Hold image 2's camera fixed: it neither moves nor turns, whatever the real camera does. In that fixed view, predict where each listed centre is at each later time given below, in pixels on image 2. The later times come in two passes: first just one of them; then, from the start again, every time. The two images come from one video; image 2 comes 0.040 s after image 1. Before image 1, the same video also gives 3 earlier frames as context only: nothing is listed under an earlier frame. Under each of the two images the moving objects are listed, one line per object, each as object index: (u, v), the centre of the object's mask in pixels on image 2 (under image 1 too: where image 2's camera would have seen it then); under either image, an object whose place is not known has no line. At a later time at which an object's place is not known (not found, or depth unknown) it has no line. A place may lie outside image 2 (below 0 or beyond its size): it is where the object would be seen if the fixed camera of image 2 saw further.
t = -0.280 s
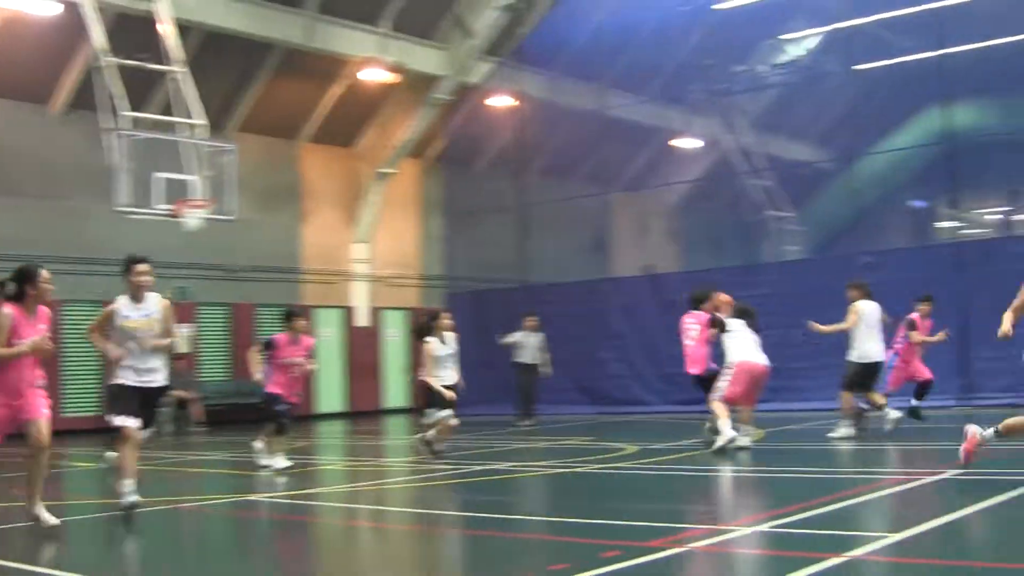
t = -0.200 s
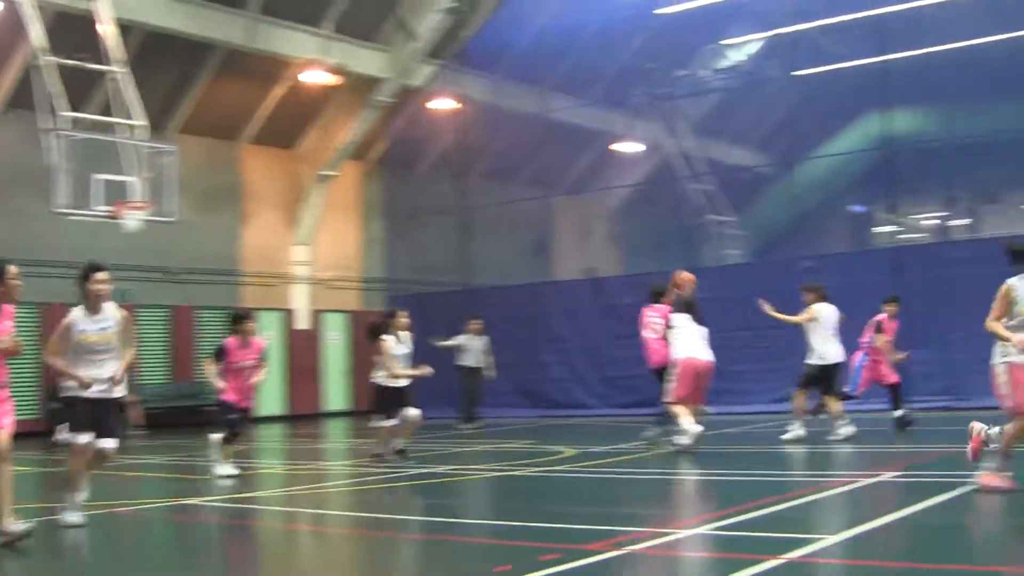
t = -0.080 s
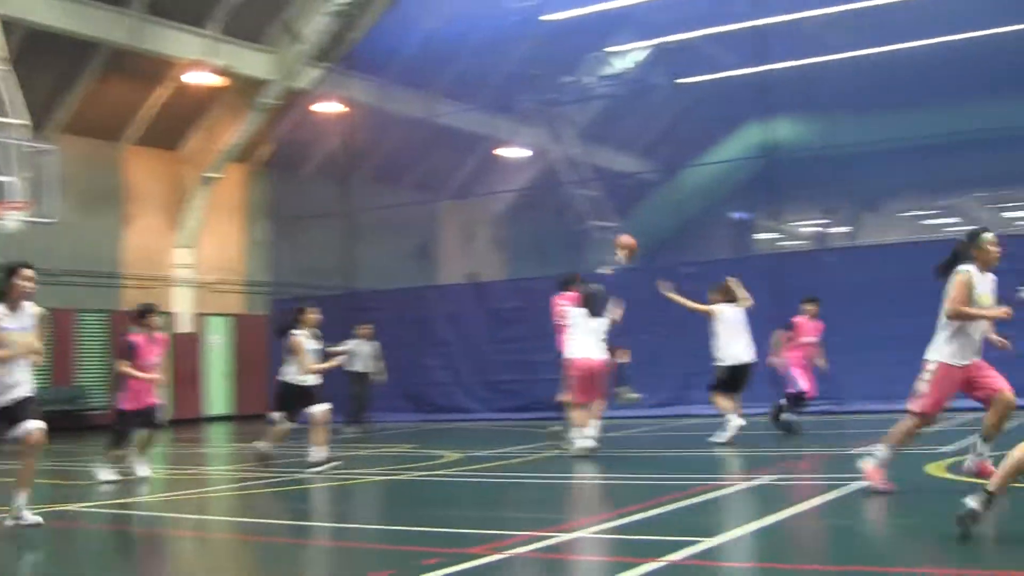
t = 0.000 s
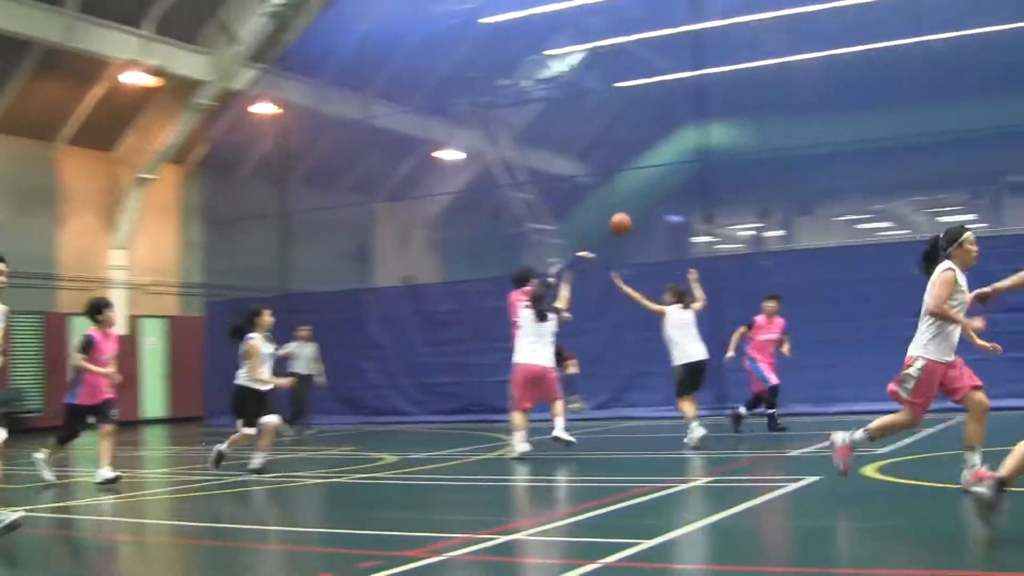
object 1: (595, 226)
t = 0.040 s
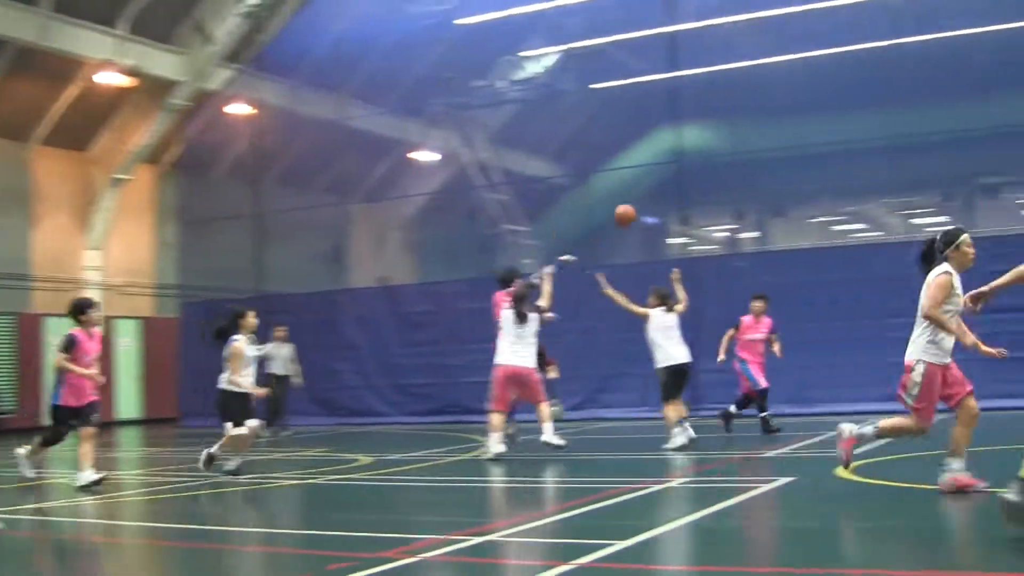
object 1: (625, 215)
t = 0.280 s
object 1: (804, 184)
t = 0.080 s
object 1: (653, 207)
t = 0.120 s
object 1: (684, 199)
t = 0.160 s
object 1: (714, 193)
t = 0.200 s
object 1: (743, 189)
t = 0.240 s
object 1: (773, 186)
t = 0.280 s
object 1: (804, 184)
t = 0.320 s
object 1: (830, 184)
